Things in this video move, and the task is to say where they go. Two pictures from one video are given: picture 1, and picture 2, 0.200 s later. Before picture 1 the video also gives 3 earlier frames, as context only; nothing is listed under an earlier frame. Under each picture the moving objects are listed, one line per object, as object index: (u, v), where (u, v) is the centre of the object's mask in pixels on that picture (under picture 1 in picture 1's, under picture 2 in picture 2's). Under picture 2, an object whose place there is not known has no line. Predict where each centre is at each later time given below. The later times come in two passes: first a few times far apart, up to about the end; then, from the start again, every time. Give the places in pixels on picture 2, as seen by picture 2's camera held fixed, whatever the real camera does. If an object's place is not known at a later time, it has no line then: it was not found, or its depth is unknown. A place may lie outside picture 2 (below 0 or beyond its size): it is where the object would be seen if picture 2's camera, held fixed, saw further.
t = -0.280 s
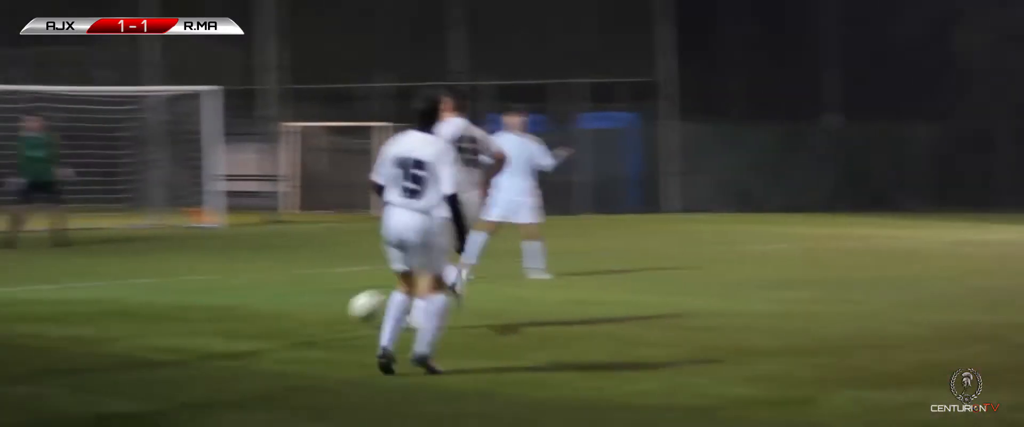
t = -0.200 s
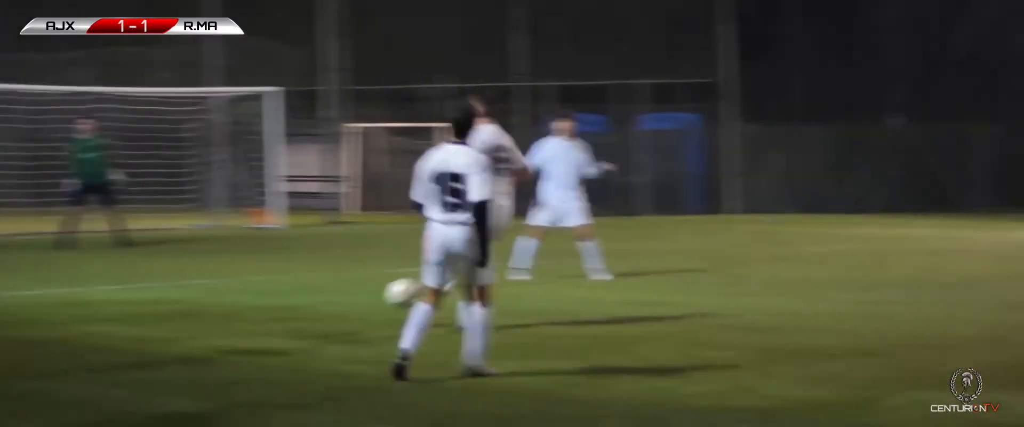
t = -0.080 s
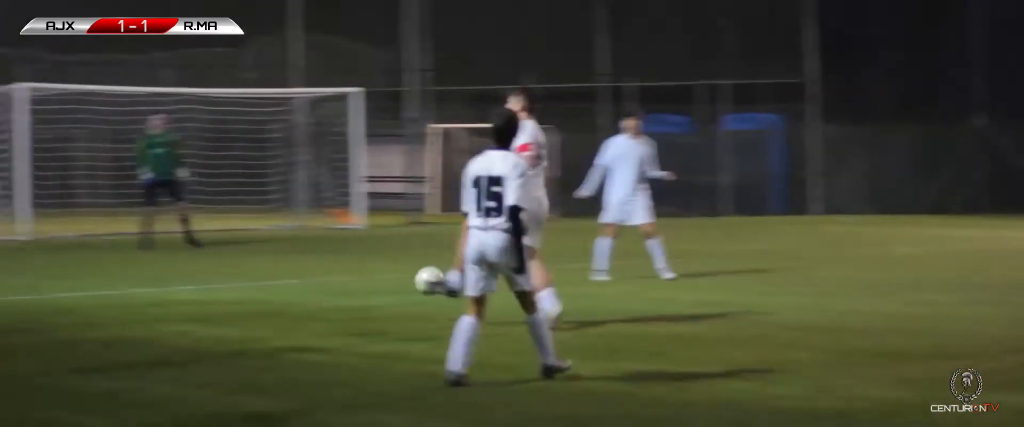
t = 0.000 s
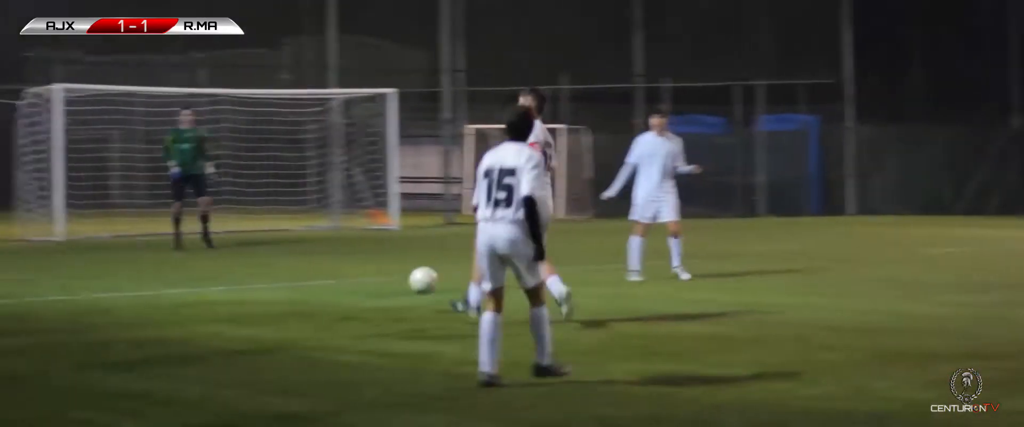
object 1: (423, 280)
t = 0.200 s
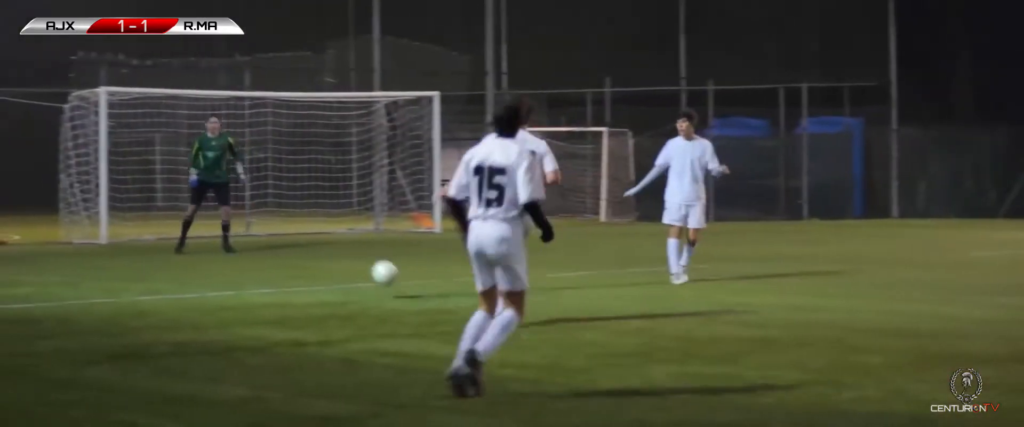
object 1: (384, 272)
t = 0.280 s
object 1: (359, 263)
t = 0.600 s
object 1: (282, 254)
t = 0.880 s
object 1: (235, 249)
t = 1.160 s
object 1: (199, 249)
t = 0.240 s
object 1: (372, 267)
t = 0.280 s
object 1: (359, 263)
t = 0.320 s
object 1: (348, 262)
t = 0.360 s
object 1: (337, 262)
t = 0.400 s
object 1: (327, 264)
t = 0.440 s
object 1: (317, 268)
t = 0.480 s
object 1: (307, 270)
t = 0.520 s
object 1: (298, 263)
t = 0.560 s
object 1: (290, 258)
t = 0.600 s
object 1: (282, 254)
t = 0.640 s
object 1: (274, 252)
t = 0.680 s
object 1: (267, 252)
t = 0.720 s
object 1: (260, 253)
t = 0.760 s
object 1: (253, 256)
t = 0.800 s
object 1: (246, 259)
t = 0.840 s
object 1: (240, 254)
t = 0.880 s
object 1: (235, 249)
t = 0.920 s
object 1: (229, 245)
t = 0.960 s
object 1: (224, 243)
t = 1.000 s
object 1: (218, 243)
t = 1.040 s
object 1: (213, 244)
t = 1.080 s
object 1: (209, 246)
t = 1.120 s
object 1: (204, 249)
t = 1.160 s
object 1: (199, 249)
